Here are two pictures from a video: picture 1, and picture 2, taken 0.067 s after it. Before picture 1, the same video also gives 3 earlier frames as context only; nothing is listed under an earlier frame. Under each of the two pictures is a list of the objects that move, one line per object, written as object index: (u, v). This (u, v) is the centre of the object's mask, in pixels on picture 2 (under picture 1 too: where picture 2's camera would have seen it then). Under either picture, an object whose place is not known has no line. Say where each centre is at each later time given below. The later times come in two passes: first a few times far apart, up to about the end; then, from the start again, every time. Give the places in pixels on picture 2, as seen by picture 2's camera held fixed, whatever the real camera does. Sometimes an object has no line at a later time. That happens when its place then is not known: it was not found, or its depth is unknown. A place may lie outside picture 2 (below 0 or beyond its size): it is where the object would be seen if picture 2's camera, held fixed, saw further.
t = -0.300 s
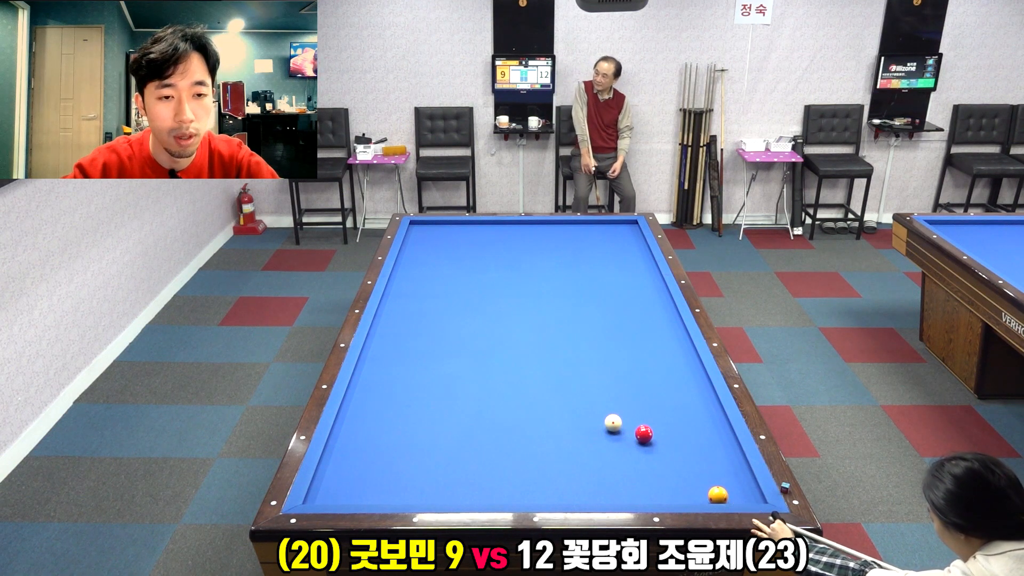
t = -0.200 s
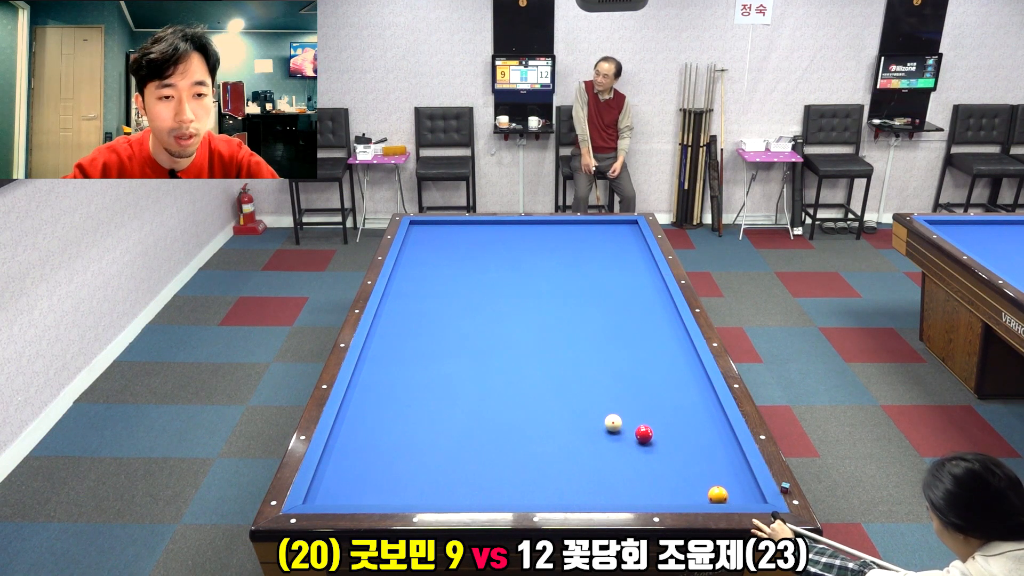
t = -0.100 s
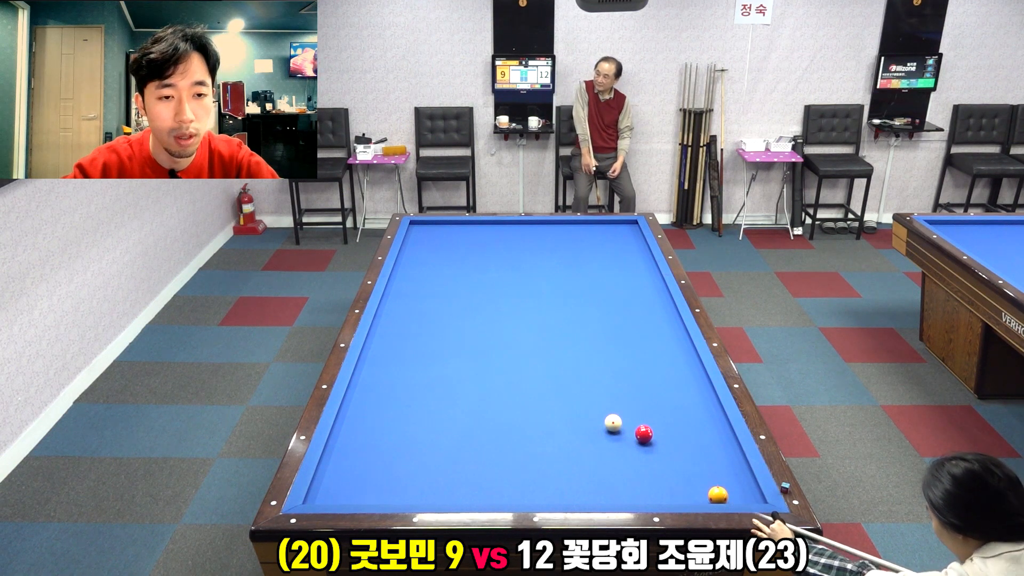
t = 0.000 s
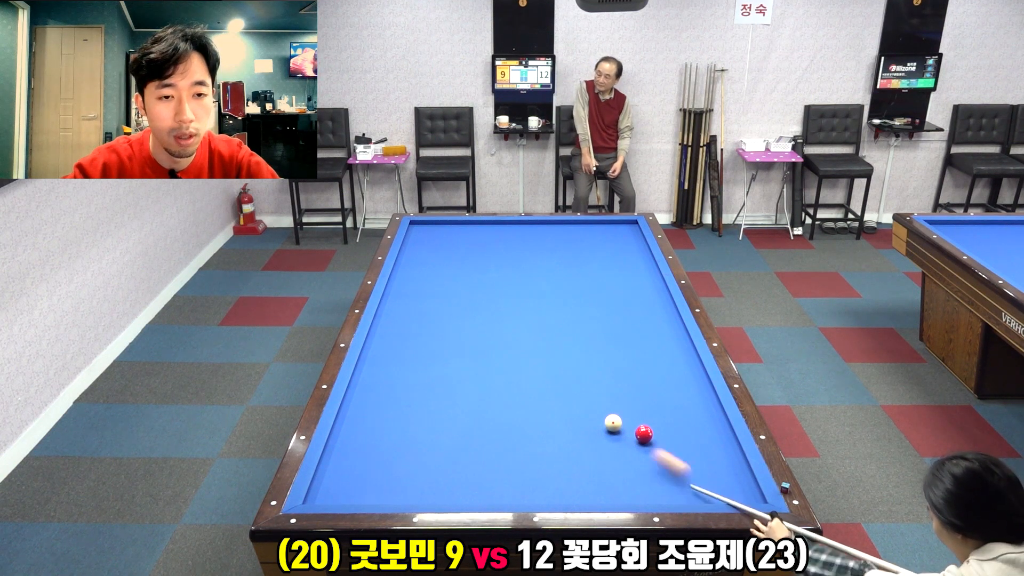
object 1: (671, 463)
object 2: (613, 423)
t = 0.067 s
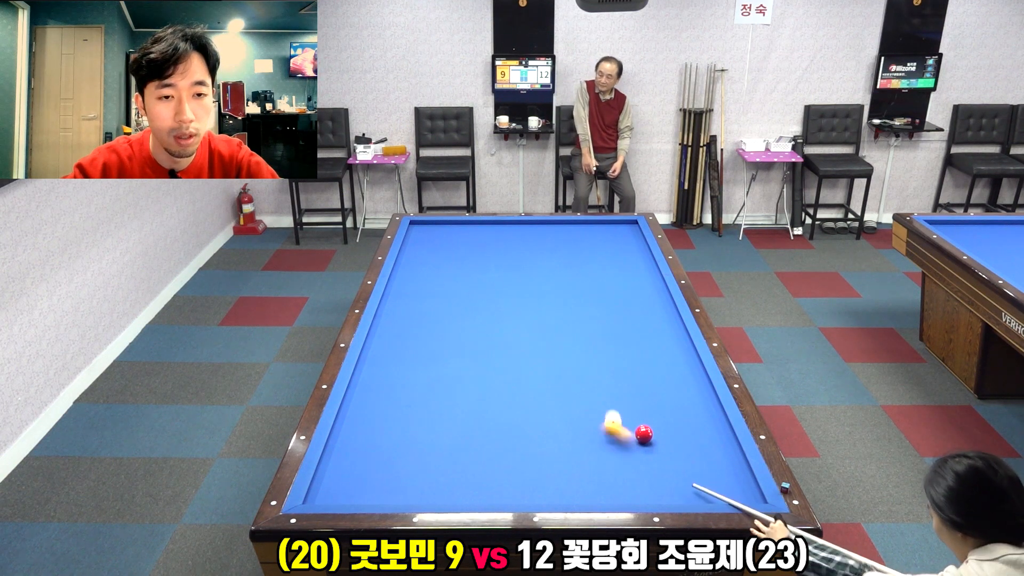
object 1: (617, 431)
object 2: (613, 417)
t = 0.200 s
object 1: (528, 427)
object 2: (606, 374)
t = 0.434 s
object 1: (385, 421)
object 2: (599, 316)
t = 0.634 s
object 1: (397, 426)
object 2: (595, 283)
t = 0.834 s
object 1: (469, 436)
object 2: (592, 257)
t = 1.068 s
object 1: (541, 448)
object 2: (588, 232)
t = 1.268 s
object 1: (604, 457)
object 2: (591, 228)
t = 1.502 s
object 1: (679, 469)
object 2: (602, 243)
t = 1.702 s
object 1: (746, 481)
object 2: (611, 256)
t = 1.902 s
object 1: (707, 481)
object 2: (621, 270)
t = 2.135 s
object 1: (668, 483)
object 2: (633, 287)
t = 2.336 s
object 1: (635, 484)
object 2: (645, 304)
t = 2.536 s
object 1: (602, 485)
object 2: (658, 322)
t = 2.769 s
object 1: (564, 486)
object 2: (674, 345)
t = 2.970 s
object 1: (532, 487)
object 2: (690, 366)
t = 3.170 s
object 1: (501, 488)
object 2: (707, 391)
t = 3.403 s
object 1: (465, 489)
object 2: (717, 421)
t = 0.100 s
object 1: (595, 426)
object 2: (611, 408)
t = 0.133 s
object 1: (572, 425)
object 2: (610, 396)
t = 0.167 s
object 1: (550, 427)
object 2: (608, 384)
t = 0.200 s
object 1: (528, 427)
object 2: (606, 374)
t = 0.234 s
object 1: (507, 426)
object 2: (605, 364)
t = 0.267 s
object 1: (485, 427)
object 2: (604, 354)
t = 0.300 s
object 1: (464, 425)
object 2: (603, 345)
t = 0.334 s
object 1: (444, 424)
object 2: (602, 337)
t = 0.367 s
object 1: (424, 423)
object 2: (601, 329)
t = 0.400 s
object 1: (405, 422)
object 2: (600, 322)
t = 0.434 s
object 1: (385, 421)
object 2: (599, 316)
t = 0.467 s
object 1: (366, 419)
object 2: (598, 309)
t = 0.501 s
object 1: (349, 418)
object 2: (597, 303)
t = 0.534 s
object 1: (352, 420)
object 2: (596, 298)
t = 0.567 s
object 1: (368, 422)
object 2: (596, 293)
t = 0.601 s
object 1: (382, 424)
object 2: (595, 288)
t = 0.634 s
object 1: (397, 426)
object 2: (595, 283)
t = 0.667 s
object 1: (410, 428)
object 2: (594, 278)
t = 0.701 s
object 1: (423, 429)
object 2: (593, 274)
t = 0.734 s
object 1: (436, 431)
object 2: (593, 270)
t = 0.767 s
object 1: (448, 433)
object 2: (593, 266)
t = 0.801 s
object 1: (459, 434)
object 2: (592, 261)
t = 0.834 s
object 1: (469, 436)
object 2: (592, 257)
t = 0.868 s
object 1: (480, 438)
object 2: (591, 253)
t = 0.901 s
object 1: (490, 440)
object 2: (591, 250)
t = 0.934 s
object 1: (500, 441)
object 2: (590, 246)
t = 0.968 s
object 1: (510, 443)
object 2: (590, 242)
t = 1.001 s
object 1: (520, 444)
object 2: (589, 239)
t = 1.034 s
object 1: (530, 446)
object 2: (589, 235)
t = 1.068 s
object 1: (541, 448)
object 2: (588, 232)
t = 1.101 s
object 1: (551, 449)
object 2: (588, 228)
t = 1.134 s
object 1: (562, 451)
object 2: (588, 226)
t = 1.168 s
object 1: (572, 452)
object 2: (587, 222)
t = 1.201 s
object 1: (582, 454)
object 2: (588, 223)
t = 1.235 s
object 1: (593, 456)
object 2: (590, 225)
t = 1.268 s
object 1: (604, 457)
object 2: (591, 228)
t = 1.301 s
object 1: (614, 459)
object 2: (593, 230)
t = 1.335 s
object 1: (625, 461)
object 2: (595, 233)
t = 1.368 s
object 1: (636, 463)
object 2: (596, 235)
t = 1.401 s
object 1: (647, 464)
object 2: (598, 237)
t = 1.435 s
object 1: (657, 466)
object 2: (599, 239)
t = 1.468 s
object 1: (668, 467)
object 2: (601, 241)
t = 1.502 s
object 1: (679, 469)
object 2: (602, 243)
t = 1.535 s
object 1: (691, 471)
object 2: (603, 245)
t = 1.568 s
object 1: (702, 473)
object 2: (605, 248)
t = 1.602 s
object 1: (713, 475)
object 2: (606, 250)
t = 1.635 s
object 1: (724, 477)
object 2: (608, 252)
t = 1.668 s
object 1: (735, 479)
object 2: (609, 254)
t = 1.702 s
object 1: (746, 481)
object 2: (611, 256)
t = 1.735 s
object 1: (742, 481)
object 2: (613, 258)
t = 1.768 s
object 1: (734, 481)
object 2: (614, 260)
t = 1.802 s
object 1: (726, 481)
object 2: (616, 263)
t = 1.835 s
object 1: (719, 481)
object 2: (617, 265)
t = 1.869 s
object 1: (713, 481)
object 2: (619, 268)
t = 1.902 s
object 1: (707, 481)
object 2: (621, 270)
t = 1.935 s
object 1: (702, 481)
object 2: (623, 272)
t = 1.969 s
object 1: (696, 482)
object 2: (624, 275)
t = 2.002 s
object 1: (690, 482)
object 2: (626, 277)
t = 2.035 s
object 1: (685, 482)
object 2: (628, 280)
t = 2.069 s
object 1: (679, 482)
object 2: (630, 282)
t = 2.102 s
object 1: (674, 482)
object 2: (631, 285)
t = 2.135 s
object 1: (668, 483)
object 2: (633, 287)
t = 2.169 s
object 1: (663, 483)
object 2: (635, 290)
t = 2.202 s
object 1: (657, 483)
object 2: (637, 293)
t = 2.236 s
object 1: (651, 483)
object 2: (639, 295)
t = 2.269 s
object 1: (646, 484)
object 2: (641, 298)
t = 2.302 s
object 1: (640, 484)
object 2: (643, 301)
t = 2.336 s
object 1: (635, 484)
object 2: (645, 304)
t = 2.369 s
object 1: (629, 484)
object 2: (647, 306)
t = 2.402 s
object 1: (624, 484)
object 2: (649, 310)
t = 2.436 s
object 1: (618, 484)
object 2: (651, 312)
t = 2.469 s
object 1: (613, 485)
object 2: (653, 315)
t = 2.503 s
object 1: (608, 485)
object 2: (656, 319)
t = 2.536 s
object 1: (602, 485)
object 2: (658, 322)
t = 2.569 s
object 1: (596, 485)
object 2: (660, 325)
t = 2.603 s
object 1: (591, 485)
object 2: (662, 328)
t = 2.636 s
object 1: (585, 485)
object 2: (665, 331)
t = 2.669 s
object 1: (580, 485)
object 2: (667, 334)
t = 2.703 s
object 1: (575, 485)
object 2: (669, 338)
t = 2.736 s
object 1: (569, 486)
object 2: (672, 341)
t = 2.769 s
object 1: (564, 486)
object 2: (674, 345)
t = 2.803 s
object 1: (559, 486)
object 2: (677, 348)
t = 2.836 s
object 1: (554, 486)
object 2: (679, 352)
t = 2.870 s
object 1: (549, 487)
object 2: (682, 355)
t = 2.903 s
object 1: (543, 487)
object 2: (685, 359)
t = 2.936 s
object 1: (538, 487)
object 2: (687, 363)
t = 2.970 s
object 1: (532, 487)
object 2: (690, 366)
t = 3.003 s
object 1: (527, 487)
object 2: (693, 370)
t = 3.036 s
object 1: (522, 487)
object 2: (695, 374)
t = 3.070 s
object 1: (517, 487)
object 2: (698, 379)
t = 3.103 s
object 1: (511, 488)
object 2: (701, 383)
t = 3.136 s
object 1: (506, 488)
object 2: (704, 387)
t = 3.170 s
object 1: (501, 488)
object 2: (707, 391)
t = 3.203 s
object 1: (496, 488)
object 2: (709, 395)
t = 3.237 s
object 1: (491, 488)
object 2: (711, 400)
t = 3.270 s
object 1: (485, 489)
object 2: (712, 403)
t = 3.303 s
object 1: (480, 489)
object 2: (713, 408)
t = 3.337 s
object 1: (475, 489)
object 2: (715, 412)
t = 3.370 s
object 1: (470, 489)
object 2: (716, 417)
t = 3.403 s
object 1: (465, 489)
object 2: (717, 421)
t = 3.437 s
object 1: (460, 489)
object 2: (719, 426)
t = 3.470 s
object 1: (455, 490)
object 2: (720, 431)
